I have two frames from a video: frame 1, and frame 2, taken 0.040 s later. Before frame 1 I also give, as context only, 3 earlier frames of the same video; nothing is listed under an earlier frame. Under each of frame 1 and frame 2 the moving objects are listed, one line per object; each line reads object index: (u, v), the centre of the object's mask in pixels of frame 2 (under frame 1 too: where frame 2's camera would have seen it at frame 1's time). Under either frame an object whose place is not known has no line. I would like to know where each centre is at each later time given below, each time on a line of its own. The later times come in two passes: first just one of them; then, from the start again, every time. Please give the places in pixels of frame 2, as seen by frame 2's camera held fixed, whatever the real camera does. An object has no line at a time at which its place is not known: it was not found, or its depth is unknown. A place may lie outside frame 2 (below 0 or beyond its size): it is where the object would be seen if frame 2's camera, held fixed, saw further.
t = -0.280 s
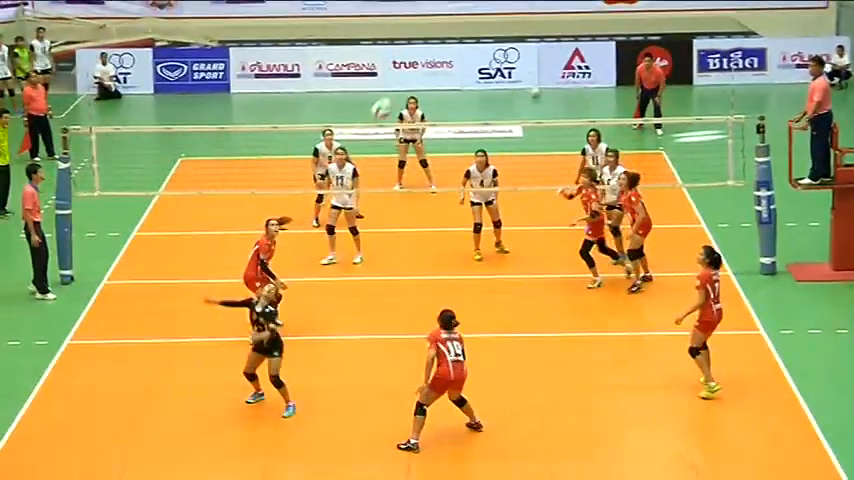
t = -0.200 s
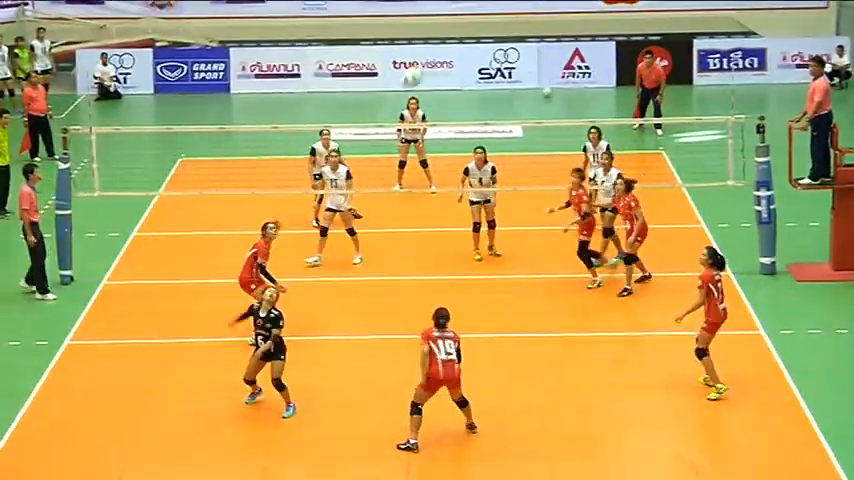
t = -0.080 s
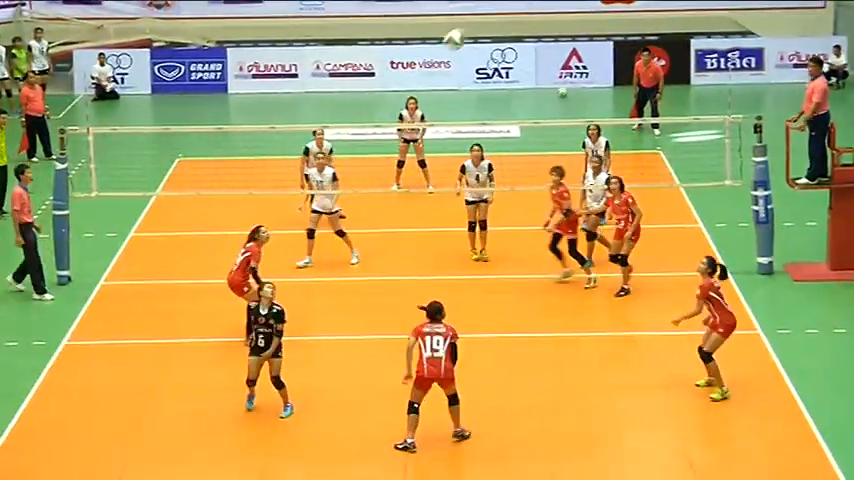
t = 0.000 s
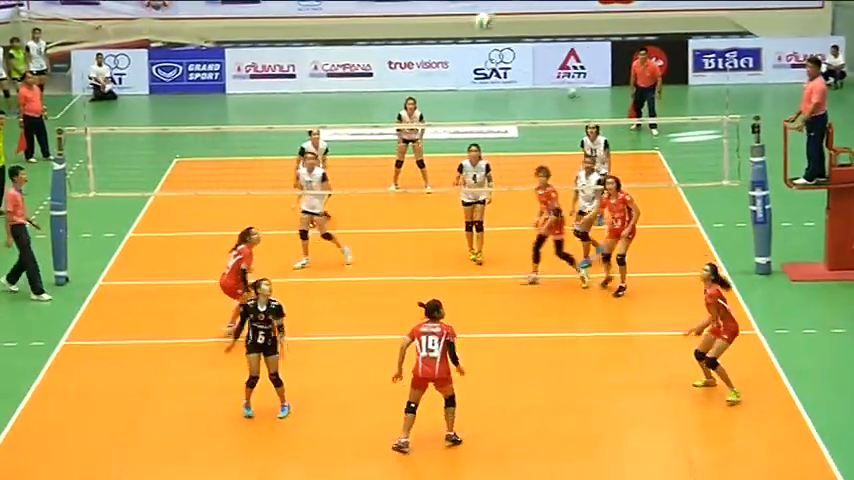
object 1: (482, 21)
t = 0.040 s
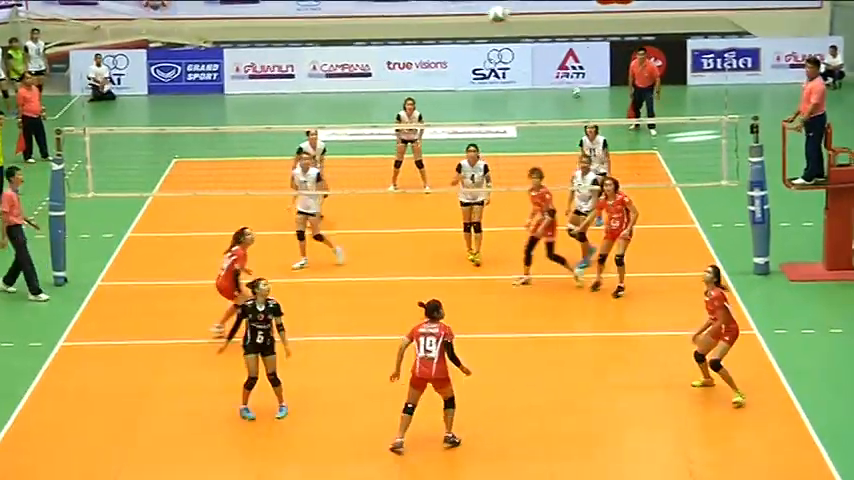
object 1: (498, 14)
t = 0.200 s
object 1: (558, 5)
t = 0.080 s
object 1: (513, 8)
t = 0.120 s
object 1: (530, 5)
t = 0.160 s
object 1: (542, 5)
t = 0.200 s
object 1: (558, 5)
